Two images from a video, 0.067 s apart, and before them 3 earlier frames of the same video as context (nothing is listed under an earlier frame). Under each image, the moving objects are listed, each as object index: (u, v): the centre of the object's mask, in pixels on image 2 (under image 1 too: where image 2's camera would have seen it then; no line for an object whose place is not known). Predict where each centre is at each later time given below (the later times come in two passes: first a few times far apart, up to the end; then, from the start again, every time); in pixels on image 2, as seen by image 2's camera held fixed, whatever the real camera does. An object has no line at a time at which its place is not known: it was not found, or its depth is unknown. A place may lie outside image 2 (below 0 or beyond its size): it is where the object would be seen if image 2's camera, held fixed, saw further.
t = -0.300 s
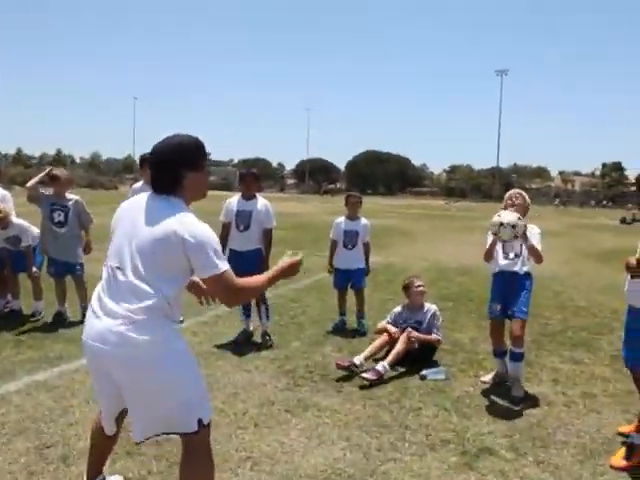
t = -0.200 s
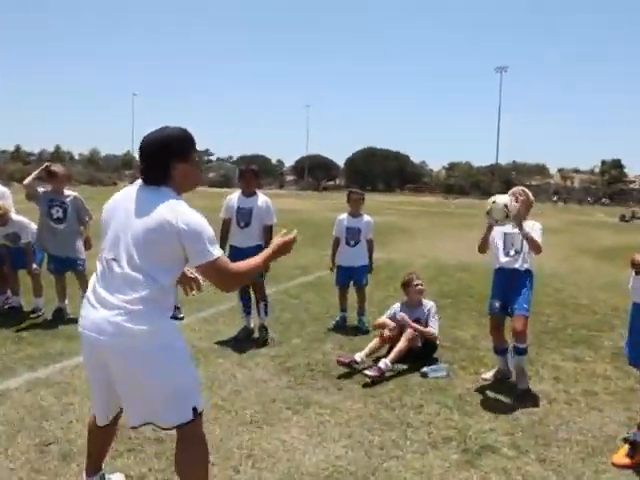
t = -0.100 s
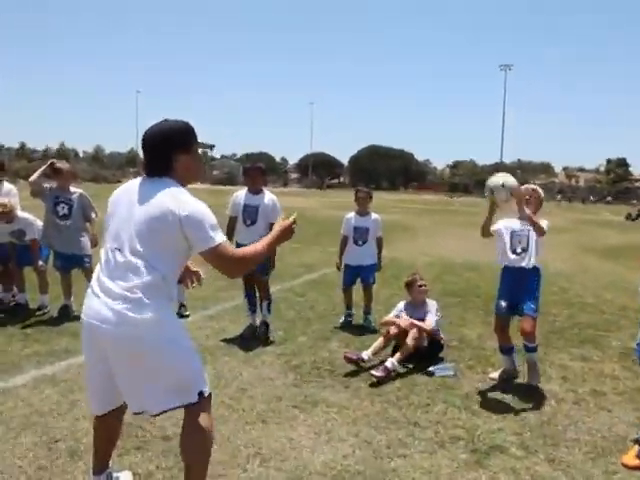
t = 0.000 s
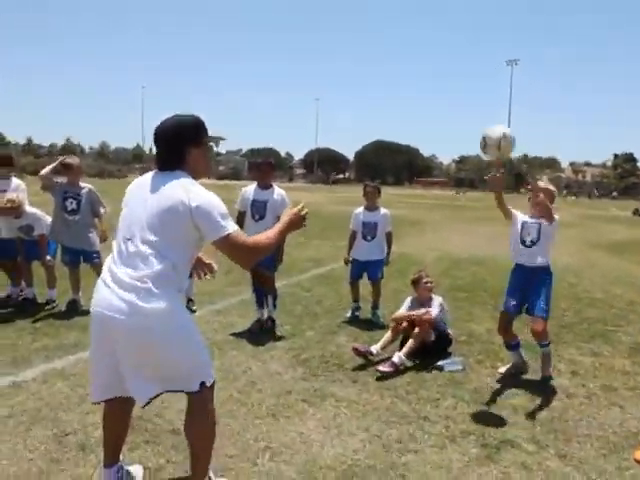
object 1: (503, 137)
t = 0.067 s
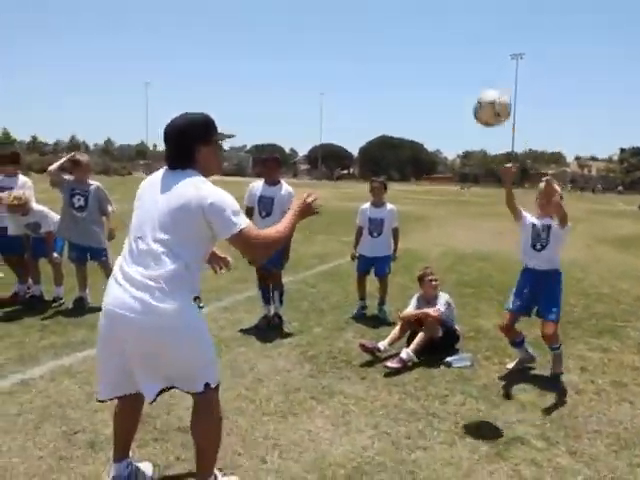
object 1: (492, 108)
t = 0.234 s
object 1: (457, 57)
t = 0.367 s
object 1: (416, 46)
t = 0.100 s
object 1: (486, 95)
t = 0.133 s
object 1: (480, 84)
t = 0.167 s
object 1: (472, 73)
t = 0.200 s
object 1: (465, 64)
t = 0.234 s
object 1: (457, 57)
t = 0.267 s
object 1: (448, 51)
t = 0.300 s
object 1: (439, 47)
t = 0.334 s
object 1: (428, 45)
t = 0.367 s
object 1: (416, 46)
